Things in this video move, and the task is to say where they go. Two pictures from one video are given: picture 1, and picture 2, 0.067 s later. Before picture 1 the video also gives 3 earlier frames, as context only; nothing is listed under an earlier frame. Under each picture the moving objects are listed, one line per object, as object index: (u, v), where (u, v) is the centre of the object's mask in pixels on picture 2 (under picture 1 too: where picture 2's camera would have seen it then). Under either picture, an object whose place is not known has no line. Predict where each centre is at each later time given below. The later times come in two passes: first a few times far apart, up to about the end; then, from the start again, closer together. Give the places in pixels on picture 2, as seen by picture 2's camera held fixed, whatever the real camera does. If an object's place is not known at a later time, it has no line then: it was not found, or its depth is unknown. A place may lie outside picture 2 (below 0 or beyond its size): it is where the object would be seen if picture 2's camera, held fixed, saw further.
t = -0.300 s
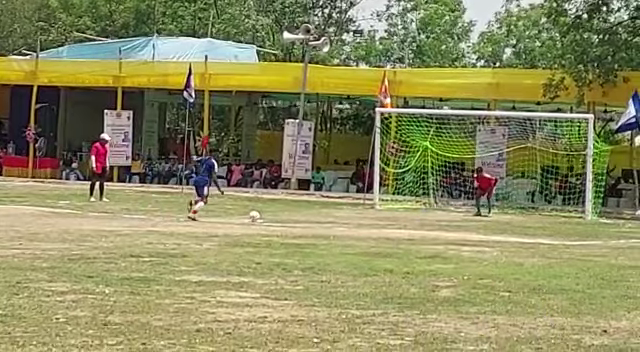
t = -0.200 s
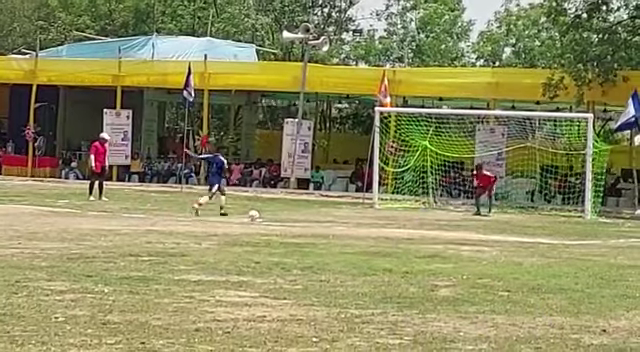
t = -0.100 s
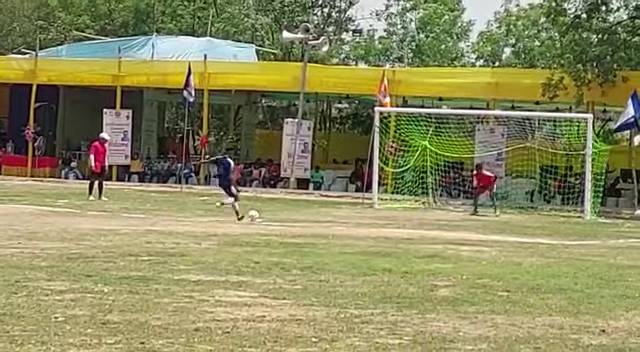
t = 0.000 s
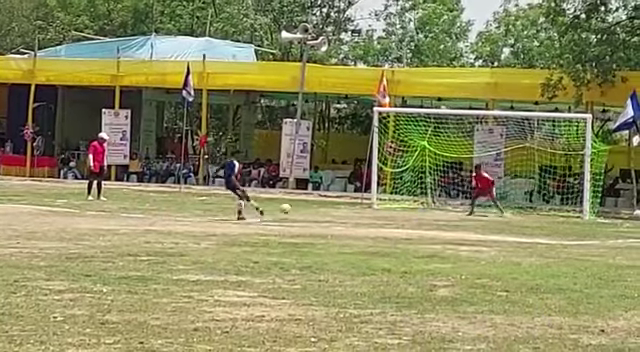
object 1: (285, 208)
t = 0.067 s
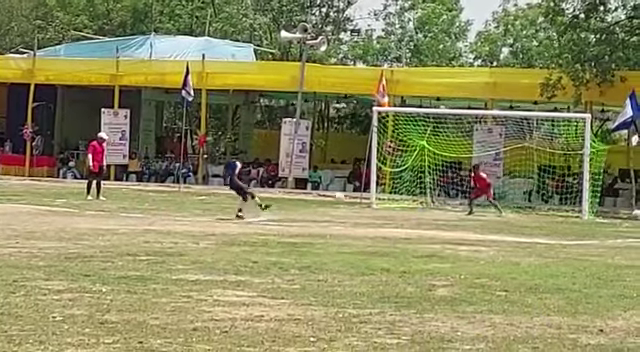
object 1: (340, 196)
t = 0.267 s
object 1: (489, 176)
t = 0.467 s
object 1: (575, 169)
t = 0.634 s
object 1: (545, 172)
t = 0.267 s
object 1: (489, 176)
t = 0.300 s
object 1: (511, 174)
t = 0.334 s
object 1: (533, 173)
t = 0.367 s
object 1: (555, 172)
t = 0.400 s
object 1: (576, 170)
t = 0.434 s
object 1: (580, 169)
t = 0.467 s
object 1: (575, 169)
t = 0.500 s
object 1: (568, 169)
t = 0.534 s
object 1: (562, 169)
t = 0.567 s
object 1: (557, 169)
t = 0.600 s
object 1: (551, 170)
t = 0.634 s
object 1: (545, 172)
